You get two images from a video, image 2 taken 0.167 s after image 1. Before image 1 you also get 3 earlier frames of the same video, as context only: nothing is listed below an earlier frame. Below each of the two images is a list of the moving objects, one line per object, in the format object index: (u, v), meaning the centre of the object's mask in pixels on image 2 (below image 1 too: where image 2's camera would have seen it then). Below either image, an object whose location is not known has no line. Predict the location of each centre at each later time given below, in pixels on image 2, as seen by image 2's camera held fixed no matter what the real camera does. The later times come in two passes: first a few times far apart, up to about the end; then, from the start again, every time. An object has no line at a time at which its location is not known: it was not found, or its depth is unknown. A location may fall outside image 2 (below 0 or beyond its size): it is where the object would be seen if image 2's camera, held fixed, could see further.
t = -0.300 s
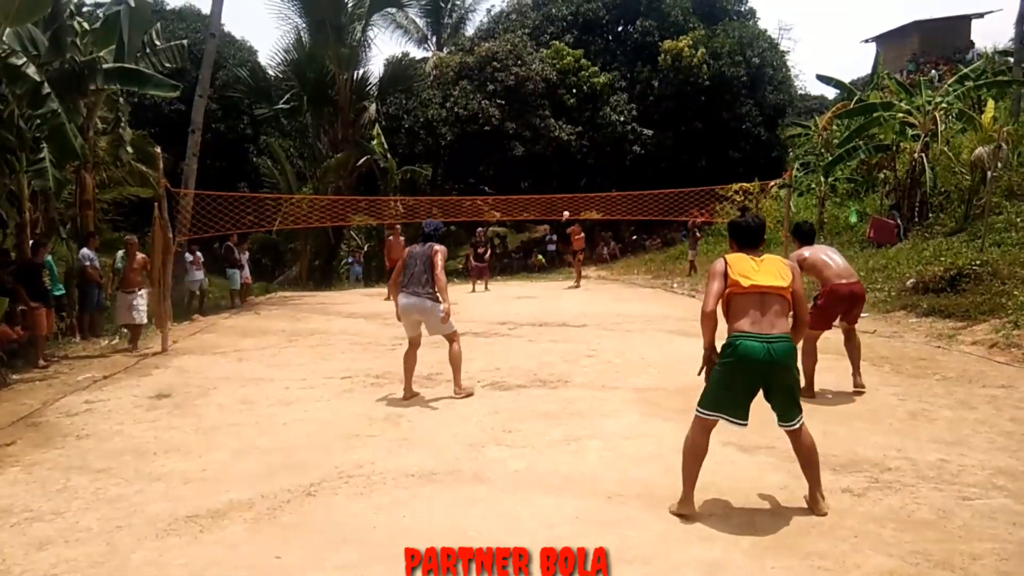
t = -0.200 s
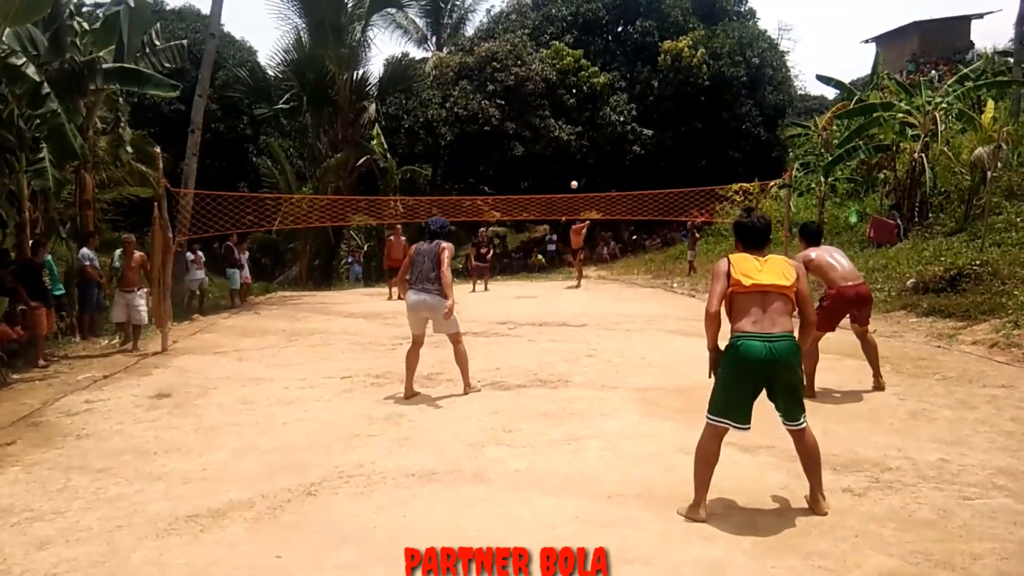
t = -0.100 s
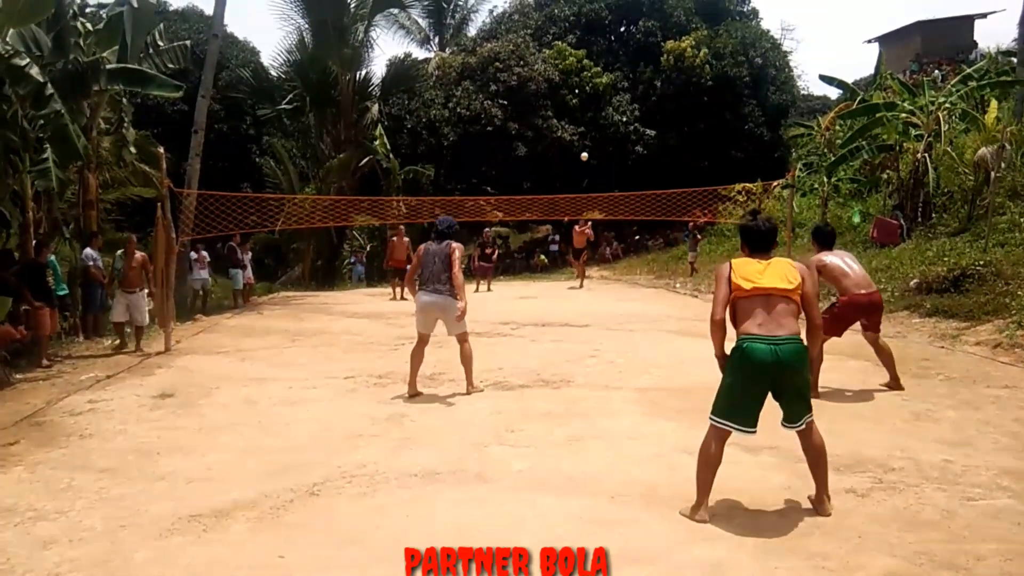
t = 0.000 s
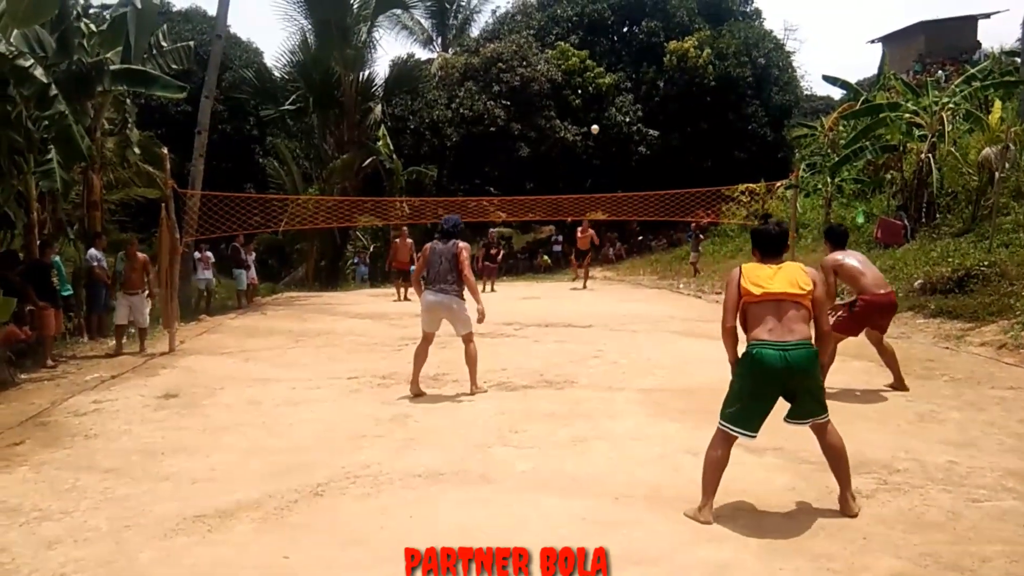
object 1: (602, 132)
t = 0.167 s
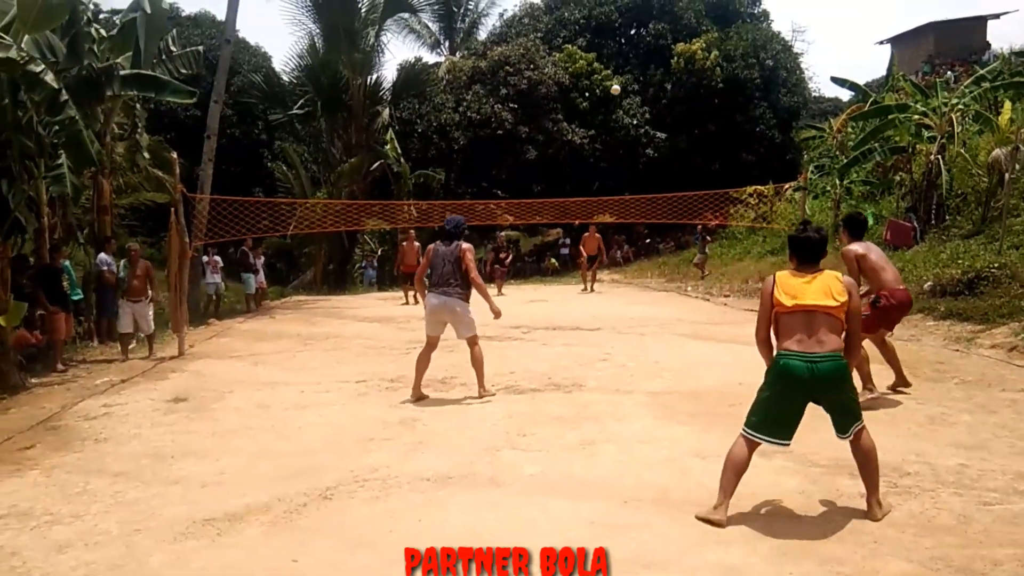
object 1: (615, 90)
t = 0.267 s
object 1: (625, 69)
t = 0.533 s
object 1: (653, 34)
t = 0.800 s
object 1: (694, 57)
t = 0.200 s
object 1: (618, 82)
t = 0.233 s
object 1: (622, 74)
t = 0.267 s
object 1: (625, 69)
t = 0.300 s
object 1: (628, 62)
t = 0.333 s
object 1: (631, 56)
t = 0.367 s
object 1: (635, 51)
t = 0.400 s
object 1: (638, 46)
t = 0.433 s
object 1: (642, 42)
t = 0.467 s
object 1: (645, 38)
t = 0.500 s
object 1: (649, 36)
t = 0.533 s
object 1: (653, 34)
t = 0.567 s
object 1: (658, 33)
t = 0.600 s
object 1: (662, 32)
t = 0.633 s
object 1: (667, 34)
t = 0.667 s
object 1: (672, 36)
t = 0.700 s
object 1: (677, 39)
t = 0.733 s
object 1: (682, 43)
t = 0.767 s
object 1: (687, 49)
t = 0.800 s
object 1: (694, 57)
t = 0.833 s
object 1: (701, 66)
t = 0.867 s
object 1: (708, 78)
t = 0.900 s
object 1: (715, 91)
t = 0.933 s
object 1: (723, 107)
